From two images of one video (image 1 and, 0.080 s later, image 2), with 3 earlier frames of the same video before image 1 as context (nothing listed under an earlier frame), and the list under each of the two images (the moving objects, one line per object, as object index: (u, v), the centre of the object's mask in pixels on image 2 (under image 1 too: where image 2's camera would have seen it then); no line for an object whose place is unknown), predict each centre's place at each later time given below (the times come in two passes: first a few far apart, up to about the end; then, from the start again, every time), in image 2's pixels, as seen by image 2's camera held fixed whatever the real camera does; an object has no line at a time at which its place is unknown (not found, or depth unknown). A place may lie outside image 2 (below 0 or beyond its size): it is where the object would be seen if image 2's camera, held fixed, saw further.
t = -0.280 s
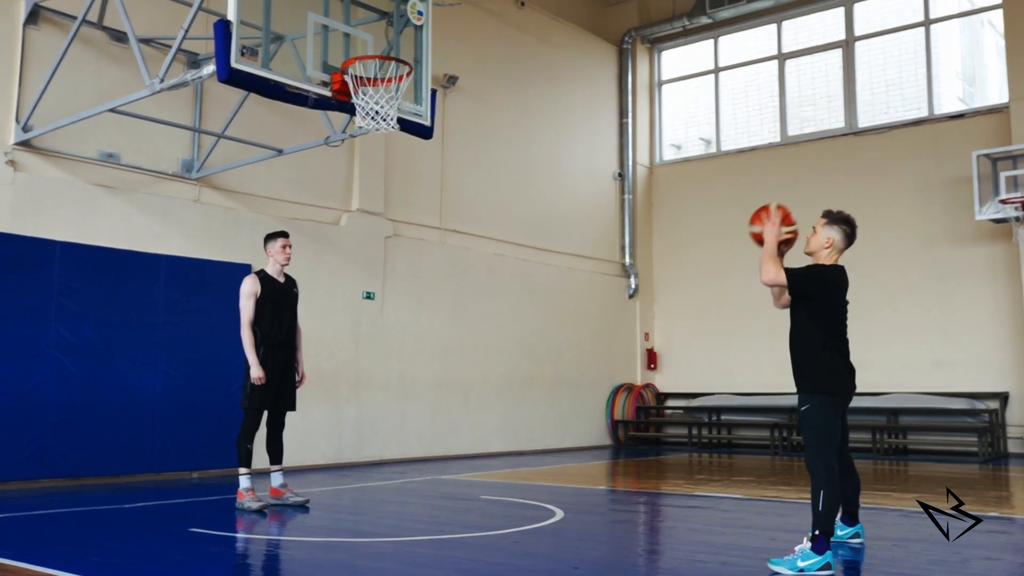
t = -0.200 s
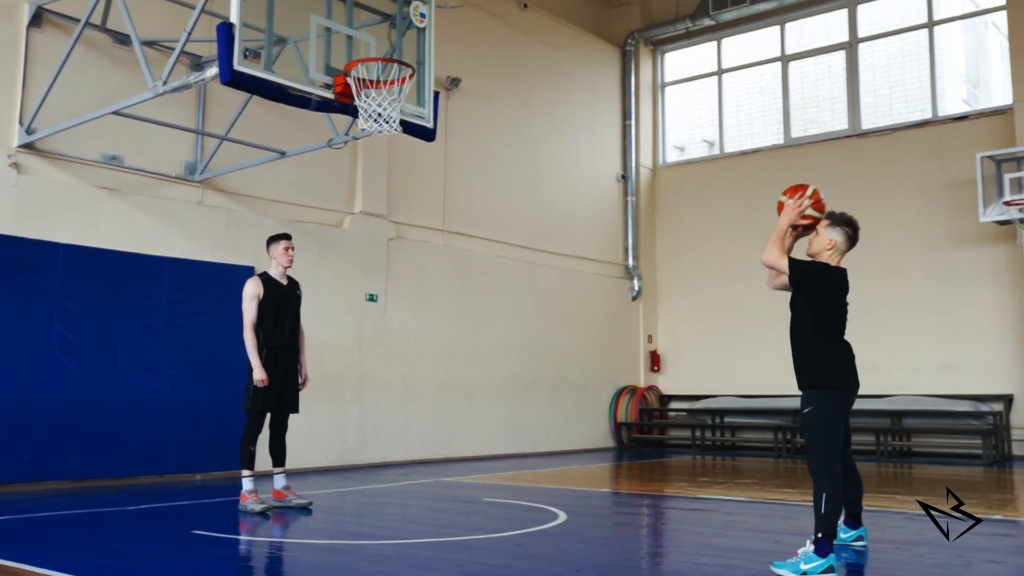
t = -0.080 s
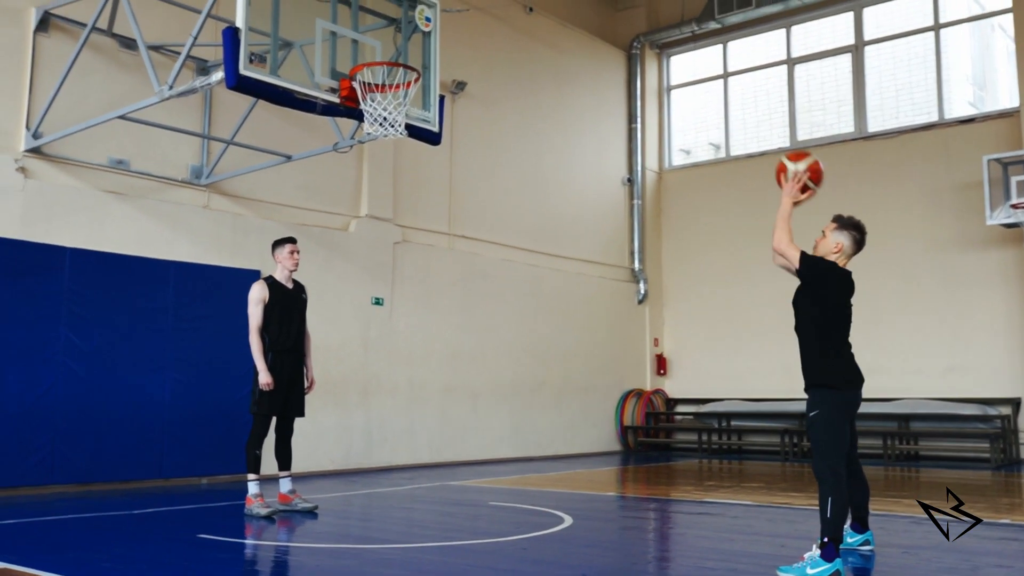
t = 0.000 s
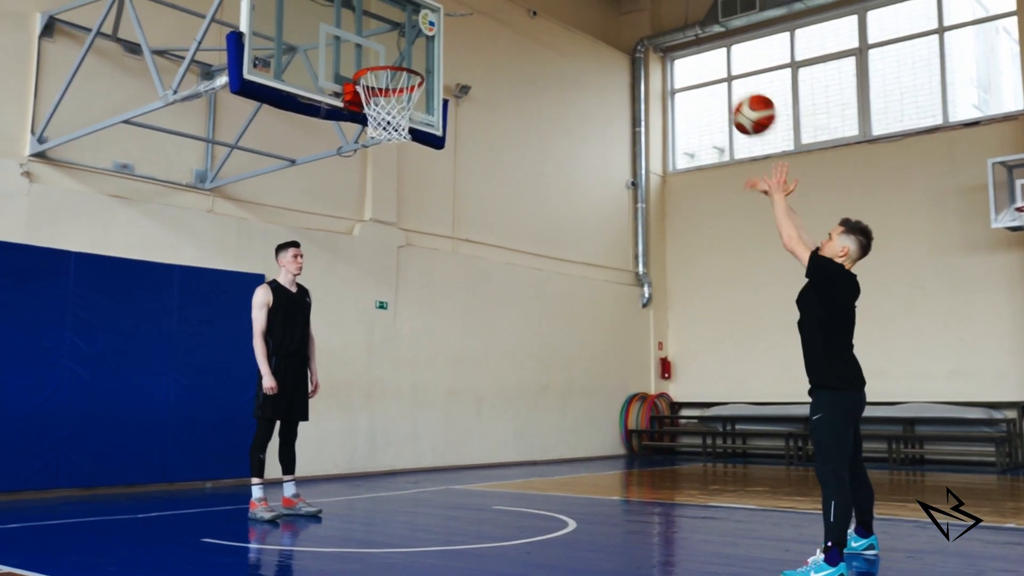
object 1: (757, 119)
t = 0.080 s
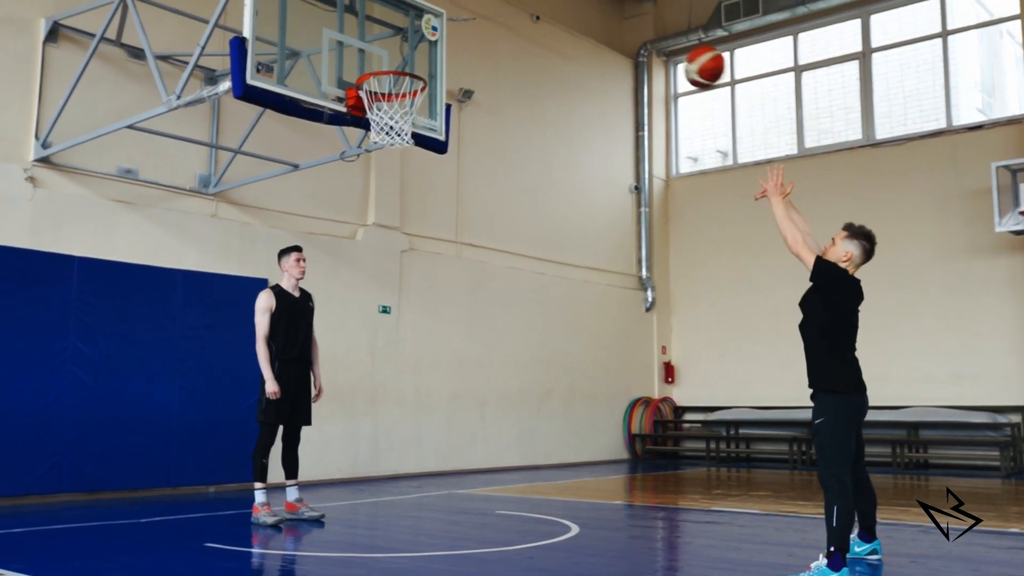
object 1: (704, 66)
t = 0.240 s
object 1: (610, 6)
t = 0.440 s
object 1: (510, -7)
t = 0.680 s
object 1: (406, 40)
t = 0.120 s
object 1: (679, 46)
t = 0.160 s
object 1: (656, 29)
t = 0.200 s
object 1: (633, 15)
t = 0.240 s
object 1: (610, 6)
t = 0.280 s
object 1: (590, 1)
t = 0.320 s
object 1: (569, -3)
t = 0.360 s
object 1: (548, -6)
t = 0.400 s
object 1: (528, -7)
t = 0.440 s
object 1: (510, -7)
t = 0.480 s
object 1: (492, -6)
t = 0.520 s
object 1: (474, -3)
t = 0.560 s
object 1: (457, 4)
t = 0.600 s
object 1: (440, 14)
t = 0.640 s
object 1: (422, 26)
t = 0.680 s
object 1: (406, 40)
